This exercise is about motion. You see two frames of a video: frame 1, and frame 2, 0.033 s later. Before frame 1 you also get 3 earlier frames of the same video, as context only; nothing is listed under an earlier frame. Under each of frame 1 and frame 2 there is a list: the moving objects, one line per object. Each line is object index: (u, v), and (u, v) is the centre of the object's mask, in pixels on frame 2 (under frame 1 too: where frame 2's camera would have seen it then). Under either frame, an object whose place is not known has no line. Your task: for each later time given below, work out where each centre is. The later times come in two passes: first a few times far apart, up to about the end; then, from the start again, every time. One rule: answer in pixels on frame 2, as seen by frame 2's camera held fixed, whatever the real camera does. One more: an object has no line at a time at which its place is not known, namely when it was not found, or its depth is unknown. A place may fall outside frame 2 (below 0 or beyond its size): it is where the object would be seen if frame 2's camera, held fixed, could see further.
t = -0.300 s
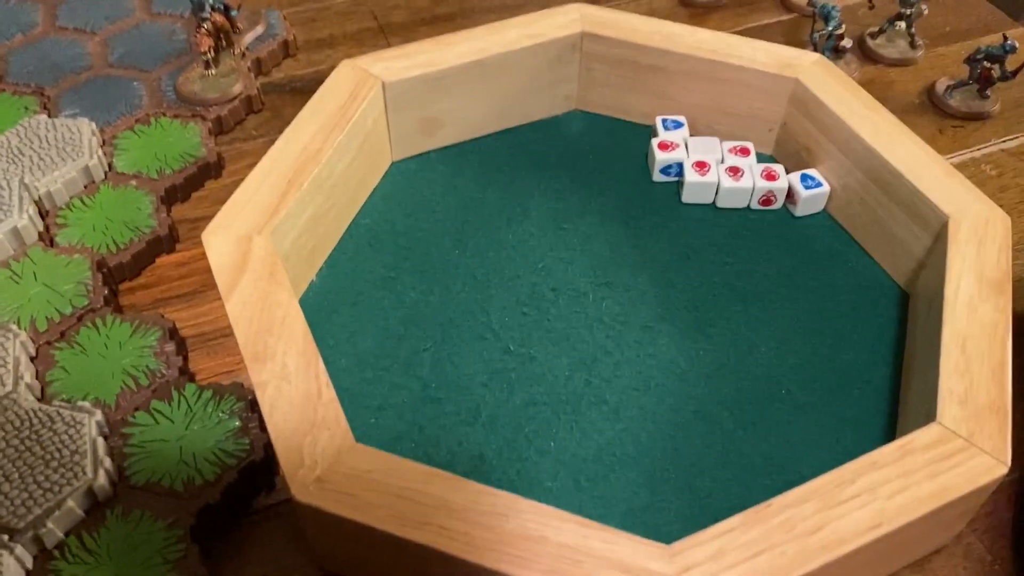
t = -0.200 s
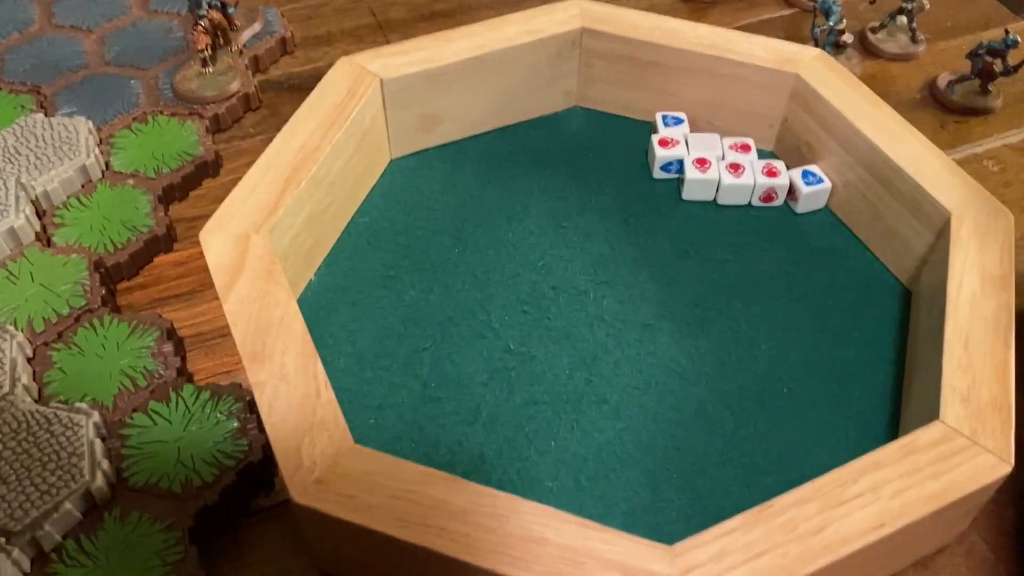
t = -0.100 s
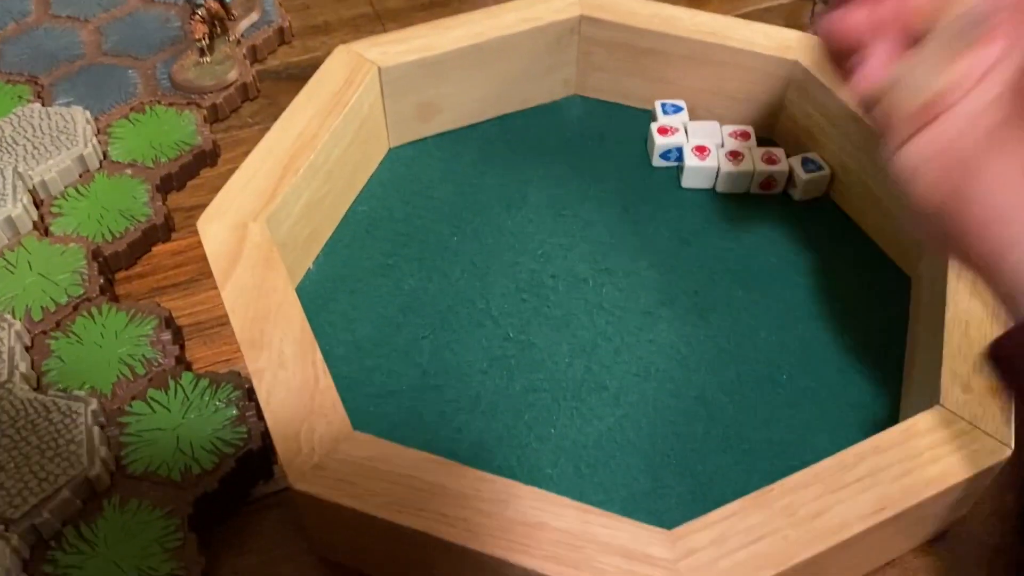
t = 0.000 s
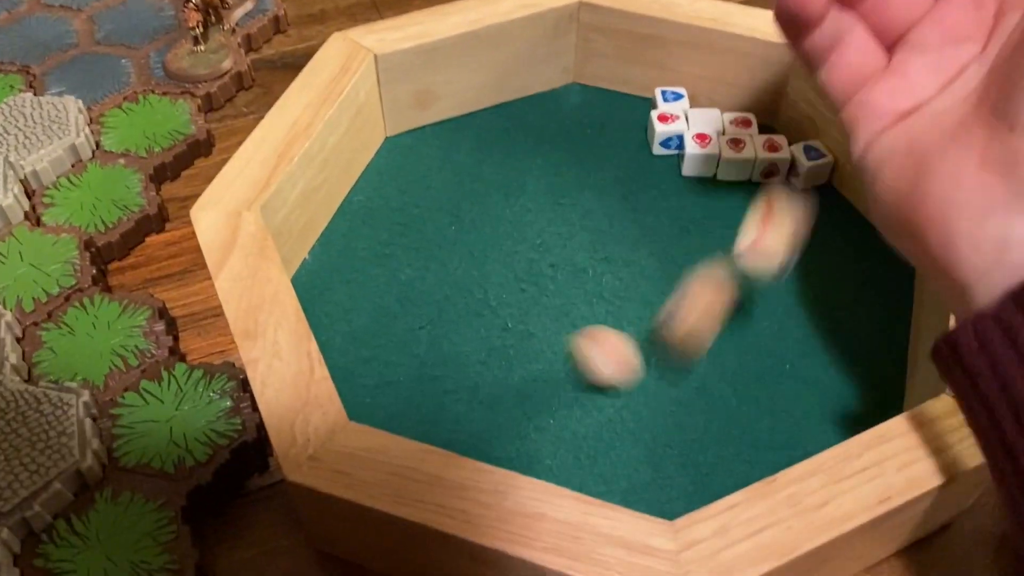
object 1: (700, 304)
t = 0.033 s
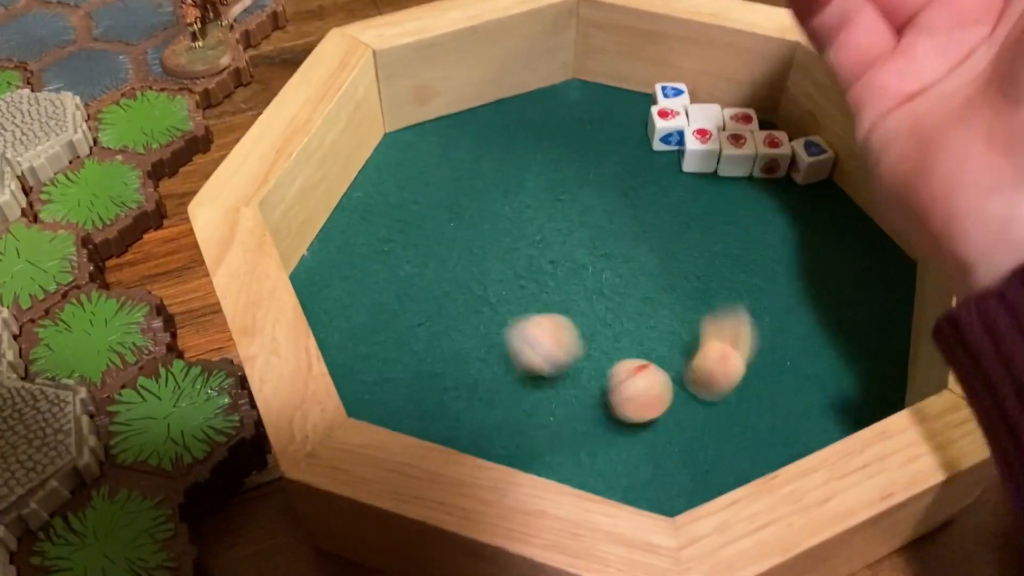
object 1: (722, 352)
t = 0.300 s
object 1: (518, 403)
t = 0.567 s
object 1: (358, 339)
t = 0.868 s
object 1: (337, 325)
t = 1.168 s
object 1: (337, 325)
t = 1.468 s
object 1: (338, 325)
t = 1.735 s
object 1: (338, 324)
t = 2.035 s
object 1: (339, 324)
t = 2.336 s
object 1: (339, 323)
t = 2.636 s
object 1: (339, 324)
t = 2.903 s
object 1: (339, 324)
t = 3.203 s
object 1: (339, 324)
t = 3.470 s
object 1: (338, 324)
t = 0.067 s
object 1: (702, 372)
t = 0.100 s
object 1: (685, 390)
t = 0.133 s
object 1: (657, 433)
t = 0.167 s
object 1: (632, 481)
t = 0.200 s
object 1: (597, 475)
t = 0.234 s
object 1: (572, 450)
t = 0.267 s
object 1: (548, 423)
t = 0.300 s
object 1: (518, 403)
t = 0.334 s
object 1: (496, 385)
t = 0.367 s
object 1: (469, 372)
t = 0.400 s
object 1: (444, 363)
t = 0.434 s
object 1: (423, 356)
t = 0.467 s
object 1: (400, 351)
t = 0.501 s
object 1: (384, 351)
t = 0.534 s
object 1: (367, 349)
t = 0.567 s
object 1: (358, 339)
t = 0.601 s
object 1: (354, 333)
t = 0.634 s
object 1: (349, 326)
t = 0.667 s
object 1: (341, 323)
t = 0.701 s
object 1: (334, 322)
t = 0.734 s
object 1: (338, 325)
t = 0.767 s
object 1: (339, 326)
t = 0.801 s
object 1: (337, 324)
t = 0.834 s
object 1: (337, 325)
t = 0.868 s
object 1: (337, 325)
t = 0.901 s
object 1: (337, 325)
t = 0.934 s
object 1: (337, 325)
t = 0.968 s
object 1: (337, 325)
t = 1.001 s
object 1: (337, 325)
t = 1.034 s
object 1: (337, 325)
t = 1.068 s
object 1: (337, 325)
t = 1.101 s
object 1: (337, 325)
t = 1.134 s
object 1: (337, 325)
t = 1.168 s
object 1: (337, 325)
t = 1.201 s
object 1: (338, 325)
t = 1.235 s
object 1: (338, 325)
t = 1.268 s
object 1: (338, 325)
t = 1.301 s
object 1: (338, 325)
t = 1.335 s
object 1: (338, 325)
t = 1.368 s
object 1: (338, 325)
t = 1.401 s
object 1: (338, 325)
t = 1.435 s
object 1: (338, 325)
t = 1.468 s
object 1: (338, 325)
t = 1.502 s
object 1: (338, 325)
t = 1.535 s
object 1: (338, 325)
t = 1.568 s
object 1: (338, 325)
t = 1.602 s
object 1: (338, 325)
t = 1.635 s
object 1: (338, 324)
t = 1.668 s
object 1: (338, 324)
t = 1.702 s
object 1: (338, 324)
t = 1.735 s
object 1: (338, 324)
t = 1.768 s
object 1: (338, 324)
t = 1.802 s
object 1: (339, 324)
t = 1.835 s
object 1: (339, 324)
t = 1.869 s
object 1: (339, 324)
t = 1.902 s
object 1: (339, 324)
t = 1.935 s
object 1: (339, 324)
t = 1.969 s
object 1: (339, 324)
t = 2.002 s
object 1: (339, 324)
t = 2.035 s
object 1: (339, 324)
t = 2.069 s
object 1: (339, 323)
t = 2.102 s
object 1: (340, 323)
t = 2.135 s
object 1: (339, 323)
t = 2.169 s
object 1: (339, 323)
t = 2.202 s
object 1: (339, 323)
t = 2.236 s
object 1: (339, 323)
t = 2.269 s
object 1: (339, 323)
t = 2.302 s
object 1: (339, 323)
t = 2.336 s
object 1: (339, 323)
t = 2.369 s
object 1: (339, 323)
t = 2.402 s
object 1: (339, 323)
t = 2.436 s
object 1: (339, 323)
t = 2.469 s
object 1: (339, 324)
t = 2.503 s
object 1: (339, 324)
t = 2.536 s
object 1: (339, 324)
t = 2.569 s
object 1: (339, 324)
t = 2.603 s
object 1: (339, 324)
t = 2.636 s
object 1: (339, 324)
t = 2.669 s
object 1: (339, 324)
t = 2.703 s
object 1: (339, 324)
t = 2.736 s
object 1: (339, 324)
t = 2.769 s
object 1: (339, 324)
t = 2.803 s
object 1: (339, 324)
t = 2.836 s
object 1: (339, 324)
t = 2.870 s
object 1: (339, 324)
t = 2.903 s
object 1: (339, 324)
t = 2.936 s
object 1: (339, 324)
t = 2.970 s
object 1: (339, 324)
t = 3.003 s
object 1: (339, 324)
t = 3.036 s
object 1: (339, 324)
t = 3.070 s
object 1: (339, 324)
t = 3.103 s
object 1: (339, 324)
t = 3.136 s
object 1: (339, 324)
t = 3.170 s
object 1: (339, 324)
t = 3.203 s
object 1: (339, 324)
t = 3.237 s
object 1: (339, 324)
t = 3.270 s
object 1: (339, 324)
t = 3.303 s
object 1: (338, 324)
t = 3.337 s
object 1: (338, 324)
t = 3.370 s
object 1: (338, 324)
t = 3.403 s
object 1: (338, 324)
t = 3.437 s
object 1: (338, 324)
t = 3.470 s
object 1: (338, 324)
